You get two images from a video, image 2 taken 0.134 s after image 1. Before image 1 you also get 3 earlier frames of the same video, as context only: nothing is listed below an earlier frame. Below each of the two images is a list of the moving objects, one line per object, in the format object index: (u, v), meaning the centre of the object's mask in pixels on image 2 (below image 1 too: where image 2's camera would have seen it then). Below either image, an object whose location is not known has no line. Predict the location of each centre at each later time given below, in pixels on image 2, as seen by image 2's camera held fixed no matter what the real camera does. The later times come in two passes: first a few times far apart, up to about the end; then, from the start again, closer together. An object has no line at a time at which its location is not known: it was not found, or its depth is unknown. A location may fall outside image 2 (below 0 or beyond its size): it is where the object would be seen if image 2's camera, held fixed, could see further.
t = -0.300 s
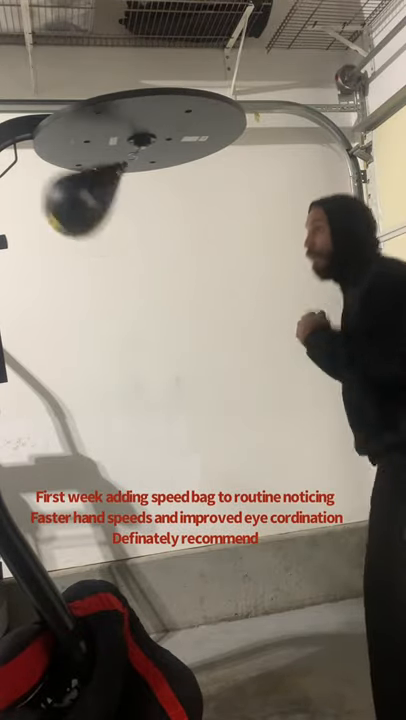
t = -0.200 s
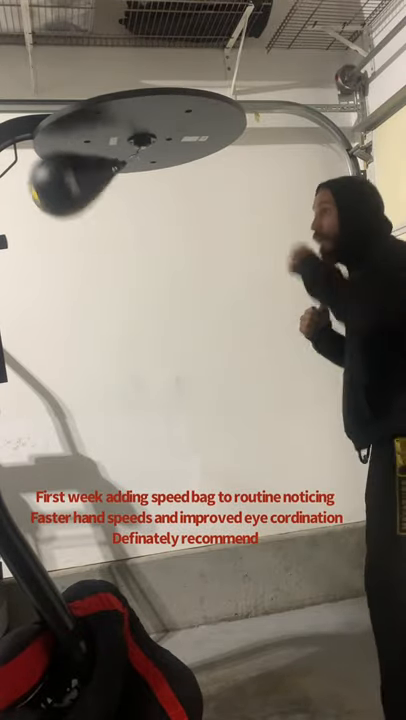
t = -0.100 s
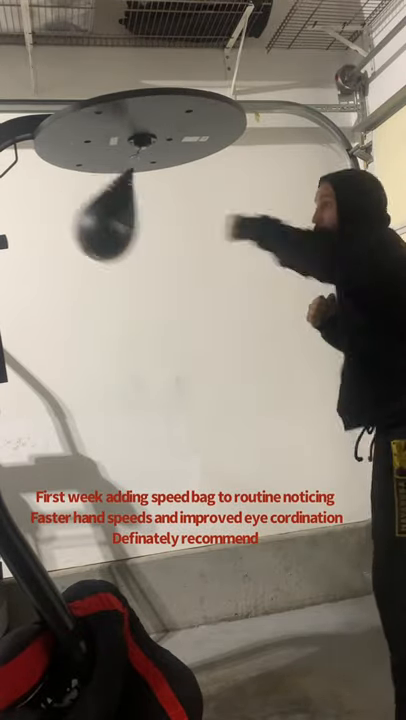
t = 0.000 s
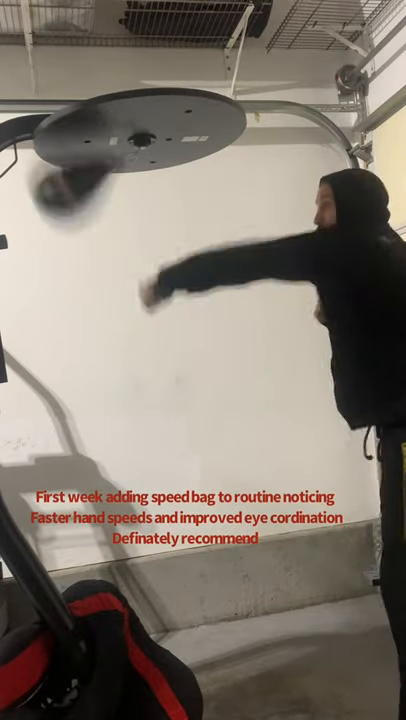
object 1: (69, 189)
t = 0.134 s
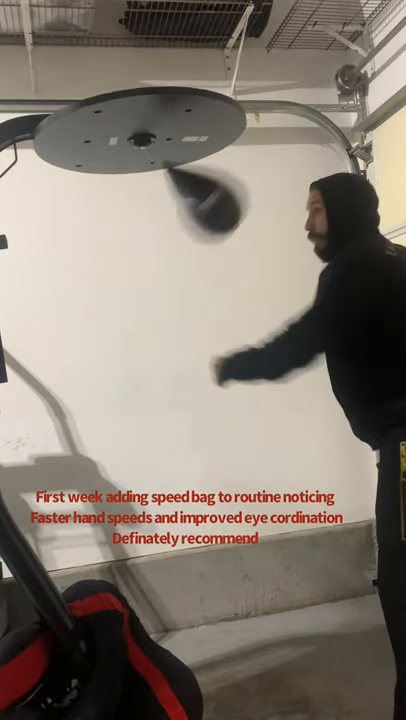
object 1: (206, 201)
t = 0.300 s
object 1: (143, 231)
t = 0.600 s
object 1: (193, 213)
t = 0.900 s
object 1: (146, 229)
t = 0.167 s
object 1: (222, 163)
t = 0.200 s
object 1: (219, 177)
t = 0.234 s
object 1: (204, 204)
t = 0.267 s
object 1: (177, 223)
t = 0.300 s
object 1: (143, 231)
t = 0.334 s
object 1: (108, 223)
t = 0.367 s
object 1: (82, 203)
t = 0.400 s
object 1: (67, 179)
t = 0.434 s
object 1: (72, 190)
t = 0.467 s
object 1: (88, 209)
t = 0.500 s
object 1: (112, 223)
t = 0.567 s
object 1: (170, 225)
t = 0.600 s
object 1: (193, 213)
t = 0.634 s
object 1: (211, 195)
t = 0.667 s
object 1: (220, 175)
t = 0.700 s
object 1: (223, 159)
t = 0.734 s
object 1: (220, 171)
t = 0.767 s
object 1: (214, 186)
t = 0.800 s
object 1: (205, 202)
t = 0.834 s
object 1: (190, 215)
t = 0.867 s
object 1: (170, 225)
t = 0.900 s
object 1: (146, 229)
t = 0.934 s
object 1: (123, 226)
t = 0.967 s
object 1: (102, 218)
